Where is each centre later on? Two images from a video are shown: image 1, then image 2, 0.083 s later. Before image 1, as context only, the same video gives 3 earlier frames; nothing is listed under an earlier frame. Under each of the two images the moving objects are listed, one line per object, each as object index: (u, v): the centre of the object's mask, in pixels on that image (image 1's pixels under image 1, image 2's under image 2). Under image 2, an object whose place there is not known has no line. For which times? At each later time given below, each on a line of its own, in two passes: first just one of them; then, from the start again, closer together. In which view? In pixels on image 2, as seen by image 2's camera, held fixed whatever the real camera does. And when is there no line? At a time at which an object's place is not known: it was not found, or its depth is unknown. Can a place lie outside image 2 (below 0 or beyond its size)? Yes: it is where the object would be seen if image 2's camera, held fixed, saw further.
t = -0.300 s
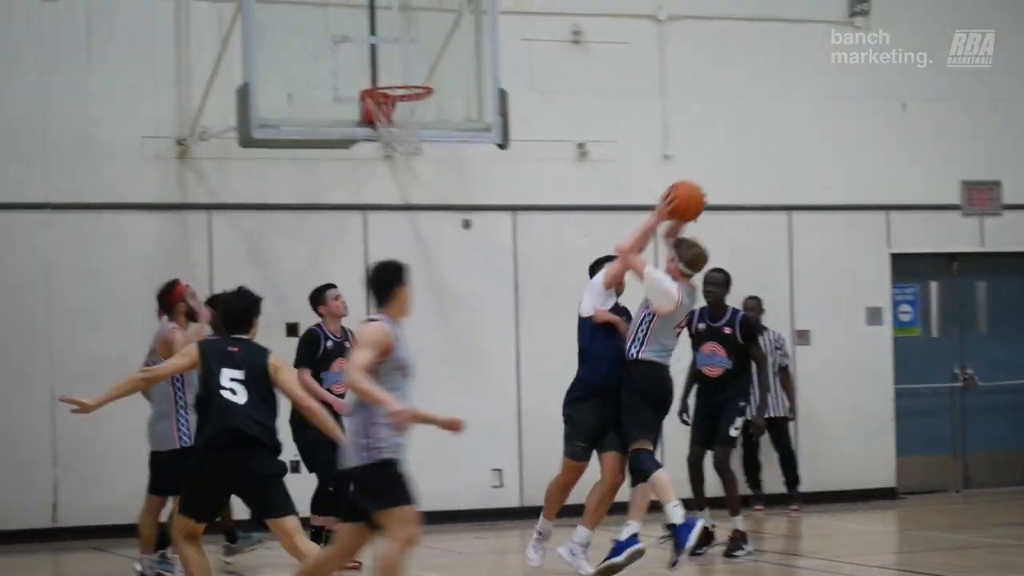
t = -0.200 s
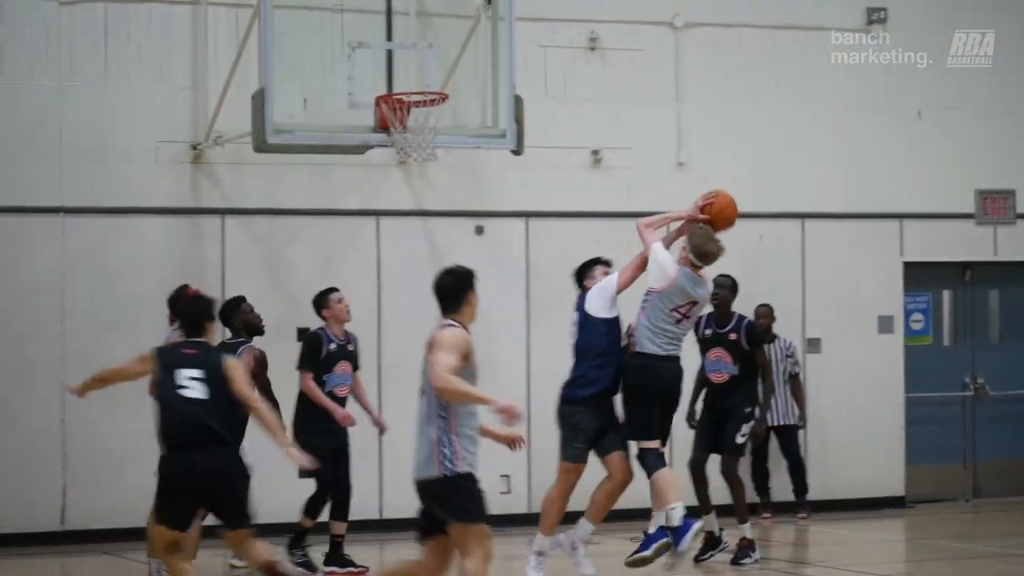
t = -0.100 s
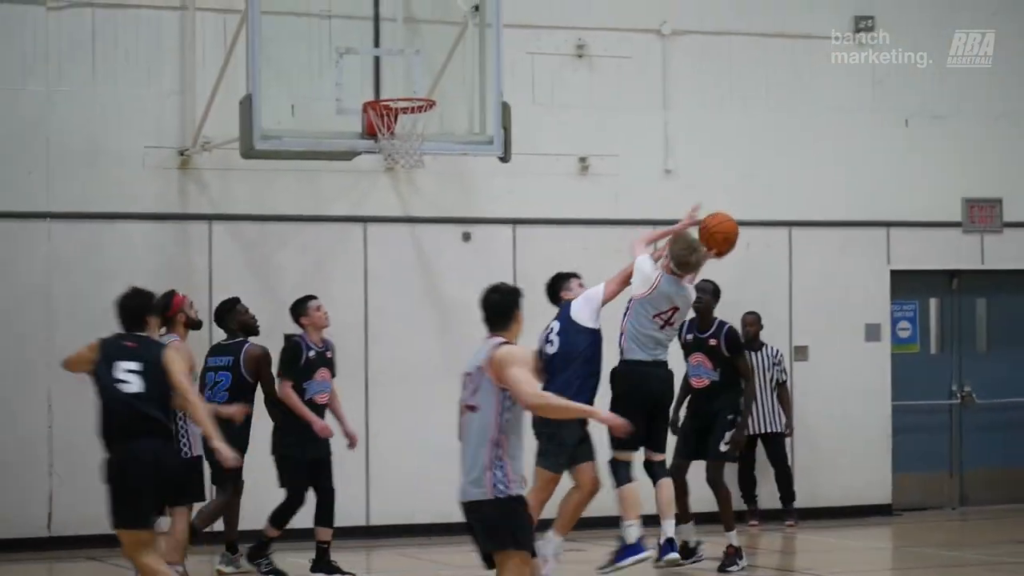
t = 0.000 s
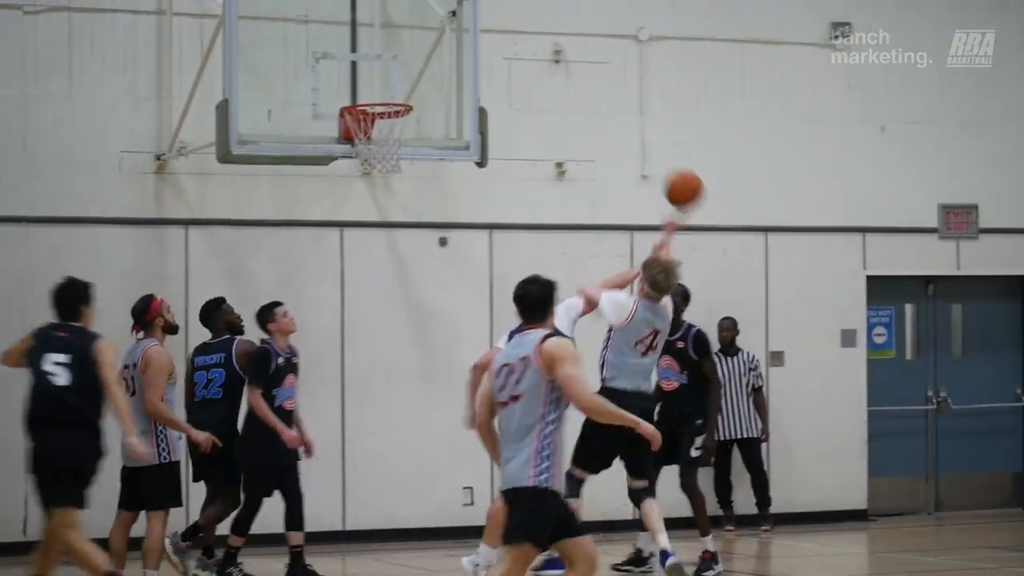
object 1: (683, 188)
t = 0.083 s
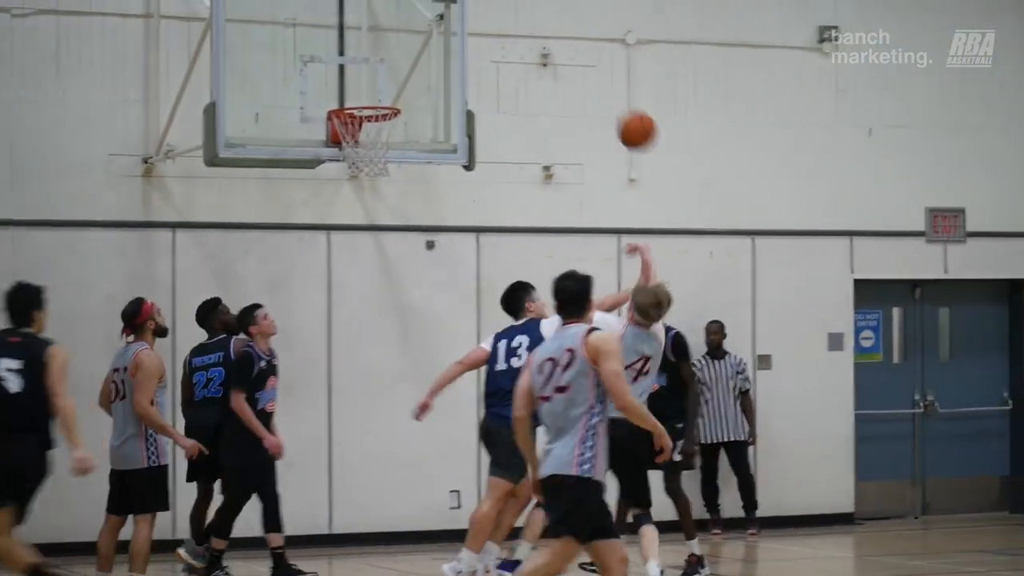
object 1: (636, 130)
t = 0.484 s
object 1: (482, 0)
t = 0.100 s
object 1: (630, 118)
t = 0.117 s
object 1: (624, 108)
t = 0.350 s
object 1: (533, 10)
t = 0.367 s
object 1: (526, 8)
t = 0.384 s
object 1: (520, 6)
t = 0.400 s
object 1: (513, 5)
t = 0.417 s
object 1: (507, 3)
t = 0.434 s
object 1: (500, 2)
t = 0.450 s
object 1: (494, 1)
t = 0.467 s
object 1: (488, 0)
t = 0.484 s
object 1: (482, 0)
